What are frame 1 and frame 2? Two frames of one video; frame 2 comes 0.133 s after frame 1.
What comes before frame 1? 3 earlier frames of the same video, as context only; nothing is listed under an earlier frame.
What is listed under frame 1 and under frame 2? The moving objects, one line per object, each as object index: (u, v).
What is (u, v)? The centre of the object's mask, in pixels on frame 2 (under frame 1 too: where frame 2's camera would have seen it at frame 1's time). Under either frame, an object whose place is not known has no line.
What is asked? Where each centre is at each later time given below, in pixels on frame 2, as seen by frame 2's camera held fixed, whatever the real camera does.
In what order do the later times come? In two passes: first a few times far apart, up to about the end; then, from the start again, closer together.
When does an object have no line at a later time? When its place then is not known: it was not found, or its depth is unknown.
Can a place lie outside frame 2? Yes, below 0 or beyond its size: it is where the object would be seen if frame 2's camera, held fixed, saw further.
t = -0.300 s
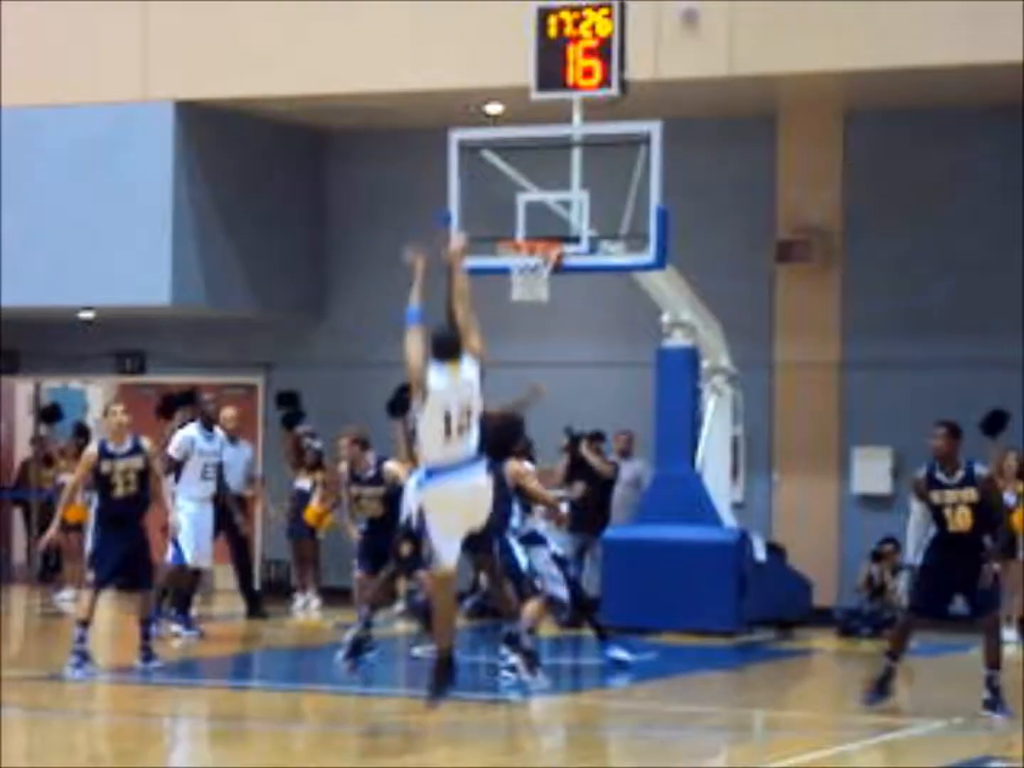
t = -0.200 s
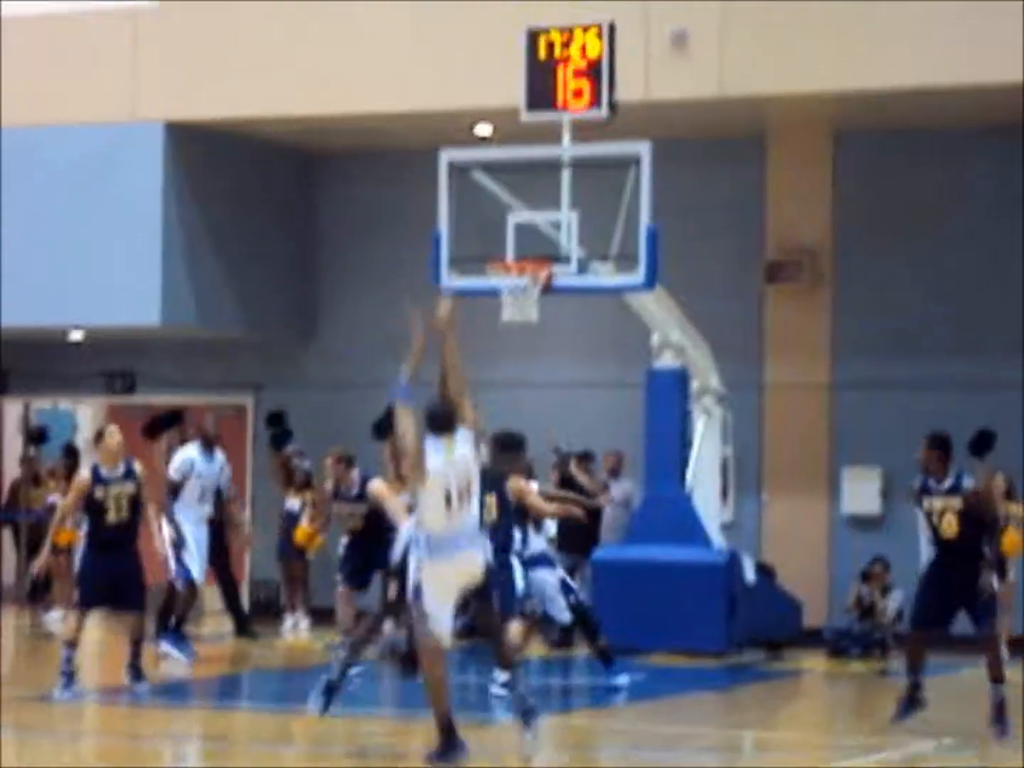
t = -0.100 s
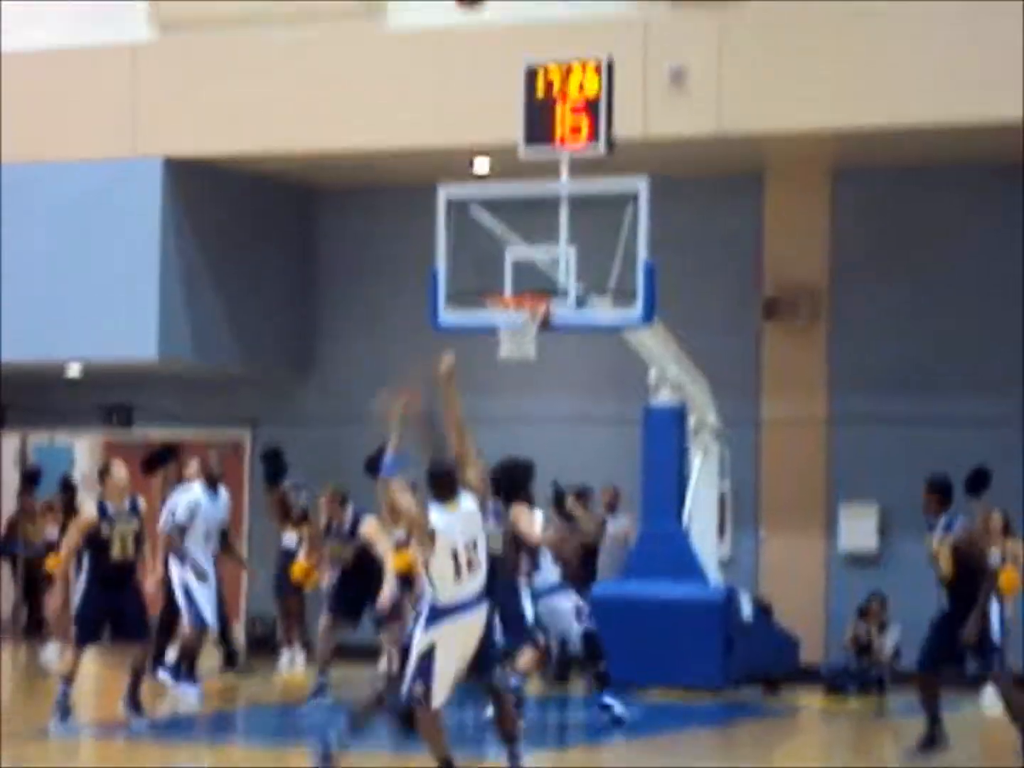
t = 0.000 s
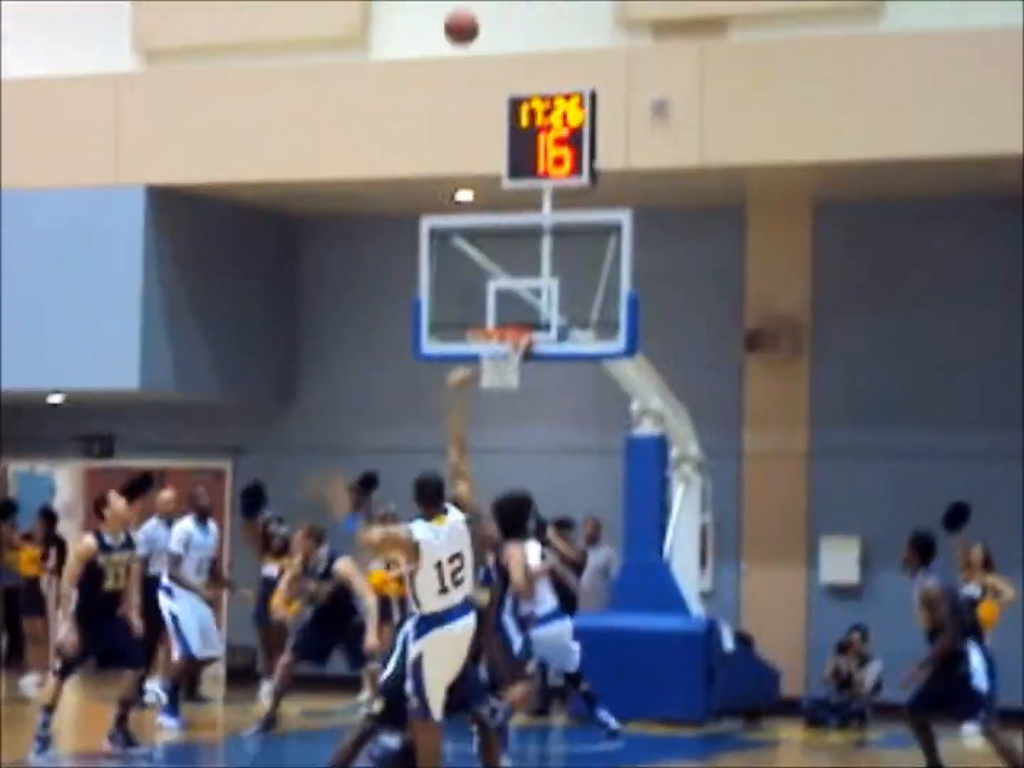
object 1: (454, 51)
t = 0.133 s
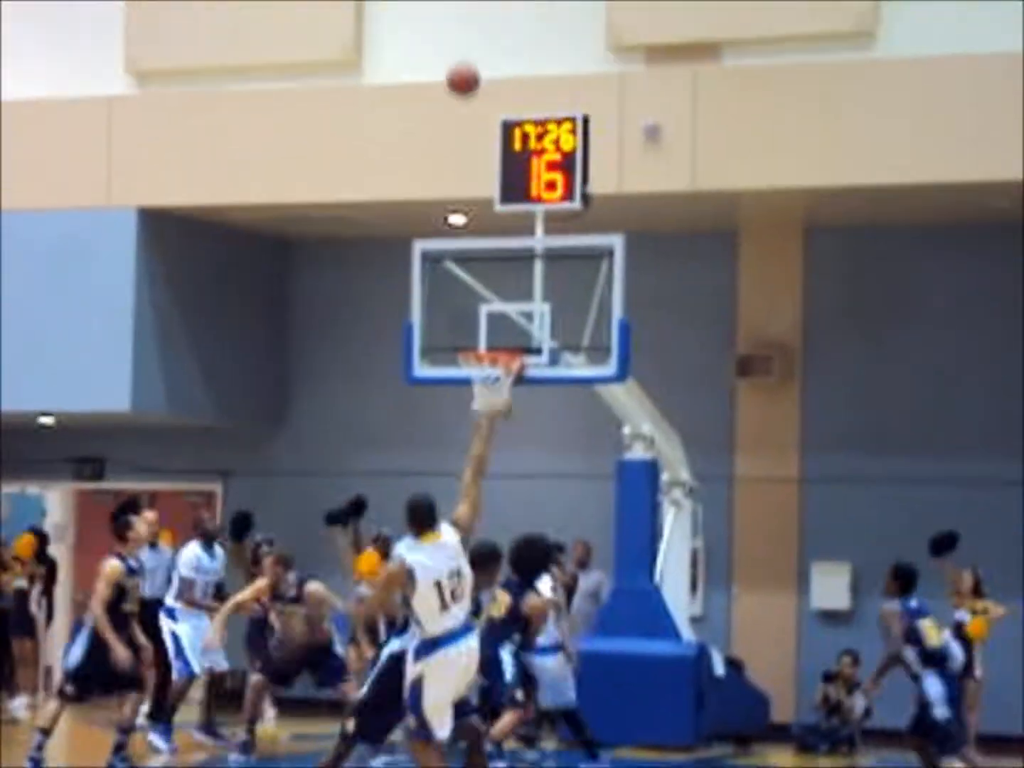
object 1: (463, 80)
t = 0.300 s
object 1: (471, 146)
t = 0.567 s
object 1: (479, 312)
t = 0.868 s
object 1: (509, 414)
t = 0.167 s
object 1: (465, 90)
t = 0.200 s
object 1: (466, 101)
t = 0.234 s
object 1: (468, 115)
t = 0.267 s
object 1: (470, 130)
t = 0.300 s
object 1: (471, 146)
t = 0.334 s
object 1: (472, 163)
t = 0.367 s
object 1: (474, 181)
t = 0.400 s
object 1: (477, 203)
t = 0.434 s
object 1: (478, 219)
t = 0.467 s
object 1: (477, 239)
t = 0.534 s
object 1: (479, 286)
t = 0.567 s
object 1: (479, 312)
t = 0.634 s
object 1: (484, 365)
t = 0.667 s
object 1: (484, 375)
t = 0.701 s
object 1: (489, 388)
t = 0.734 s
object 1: (493, 389)
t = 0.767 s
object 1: (498, 392)
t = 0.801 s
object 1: (501, 398)
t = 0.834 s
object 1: (505, 404)
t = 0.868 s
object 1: (509, 414)
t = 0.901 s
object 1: (512, 423)
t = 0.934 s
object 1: (516, 436)
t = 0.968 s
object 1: (520, 449)
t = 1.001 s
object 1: (524, 463)
